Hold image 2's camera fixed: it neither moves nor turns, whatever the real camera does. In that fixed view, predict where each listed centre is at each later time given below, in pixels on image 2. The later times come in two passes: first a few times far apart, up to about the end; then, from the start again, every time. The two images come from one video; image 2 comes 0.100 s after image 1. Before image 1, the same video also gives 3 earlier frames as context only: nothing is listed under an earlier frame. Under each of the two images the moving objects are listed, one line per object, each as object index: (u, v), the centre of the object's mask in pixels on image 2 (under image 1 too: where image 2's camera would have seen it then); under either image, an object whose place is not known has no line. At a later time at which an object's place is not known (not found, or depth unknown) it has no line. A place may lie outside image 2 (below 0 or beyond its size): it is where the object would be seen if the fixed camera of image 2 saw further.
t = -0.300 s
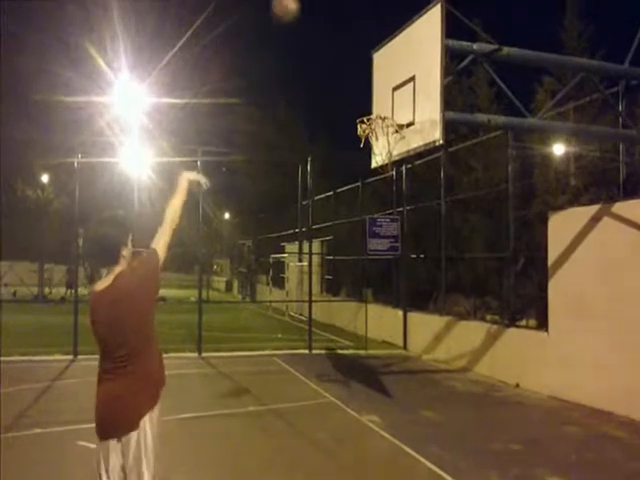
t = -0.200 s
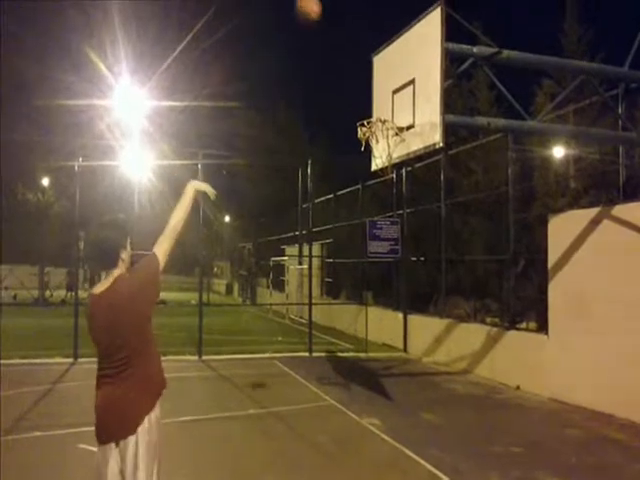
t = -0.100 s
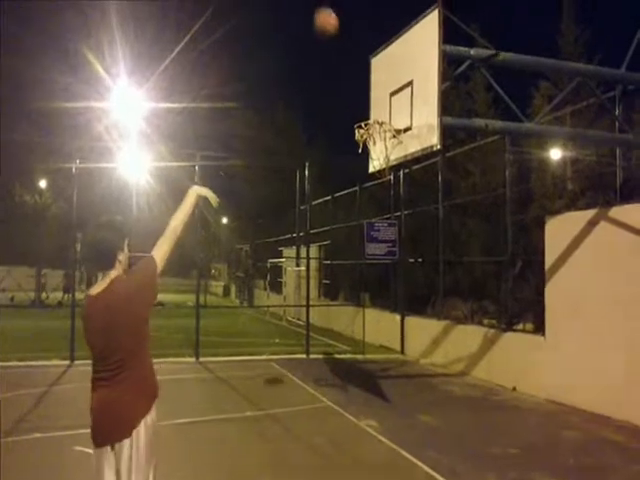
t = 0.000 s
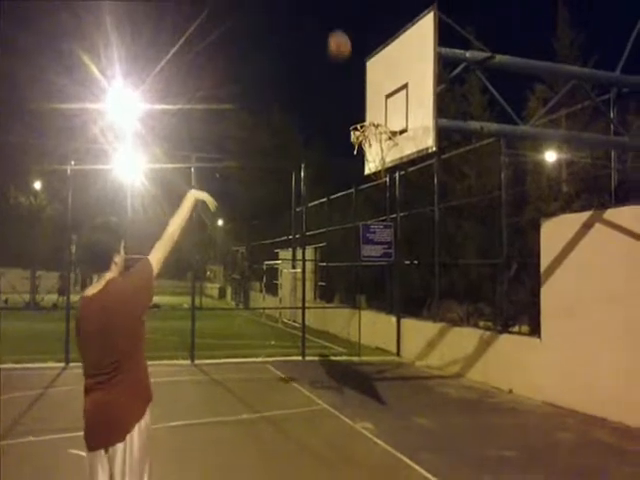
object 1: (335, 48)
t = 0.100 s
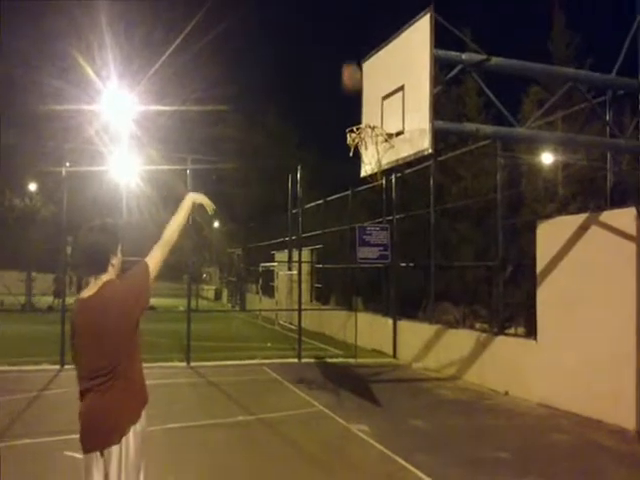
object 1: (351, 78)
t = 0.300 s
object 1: (365, 128)
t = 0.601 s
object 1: (371, 114)
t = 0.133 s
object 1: (355, 90)
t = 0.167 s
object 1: (360, 103)
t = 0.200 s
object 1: (364, 115)
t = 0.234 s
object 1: (368, 130)
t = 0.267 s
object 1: (366, 129)
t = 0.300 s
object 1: (365, 128)
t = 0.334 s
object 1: (365, 126)
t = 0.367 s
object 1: (366, 126)
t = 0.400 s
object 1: (366, 126)
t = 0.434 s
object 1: (366, 124)
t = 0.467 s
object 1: (367, 119)
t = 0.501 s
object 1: (368, 115)
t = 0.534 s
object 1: (370, 114)
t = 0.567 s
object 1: (371, 114)
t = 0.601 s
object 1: (371, 114)
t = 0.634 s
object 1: (370, 113)
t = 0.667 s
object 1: (371, 112)
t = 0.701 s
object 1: (370, 111)
